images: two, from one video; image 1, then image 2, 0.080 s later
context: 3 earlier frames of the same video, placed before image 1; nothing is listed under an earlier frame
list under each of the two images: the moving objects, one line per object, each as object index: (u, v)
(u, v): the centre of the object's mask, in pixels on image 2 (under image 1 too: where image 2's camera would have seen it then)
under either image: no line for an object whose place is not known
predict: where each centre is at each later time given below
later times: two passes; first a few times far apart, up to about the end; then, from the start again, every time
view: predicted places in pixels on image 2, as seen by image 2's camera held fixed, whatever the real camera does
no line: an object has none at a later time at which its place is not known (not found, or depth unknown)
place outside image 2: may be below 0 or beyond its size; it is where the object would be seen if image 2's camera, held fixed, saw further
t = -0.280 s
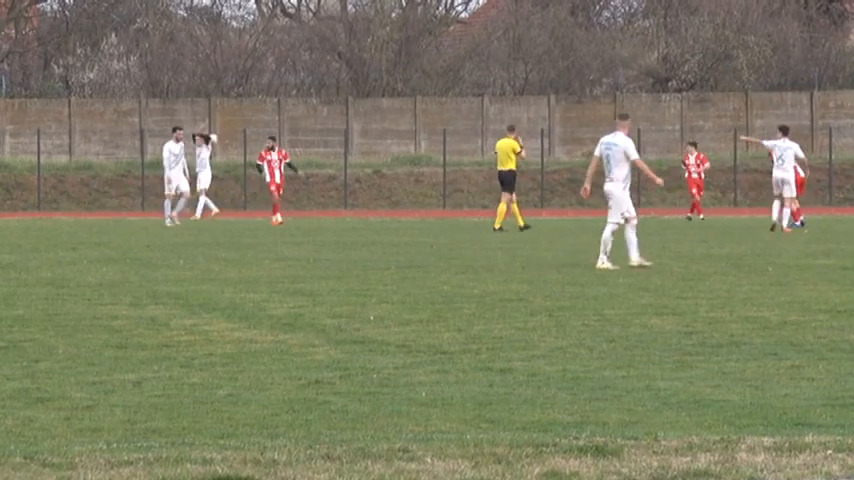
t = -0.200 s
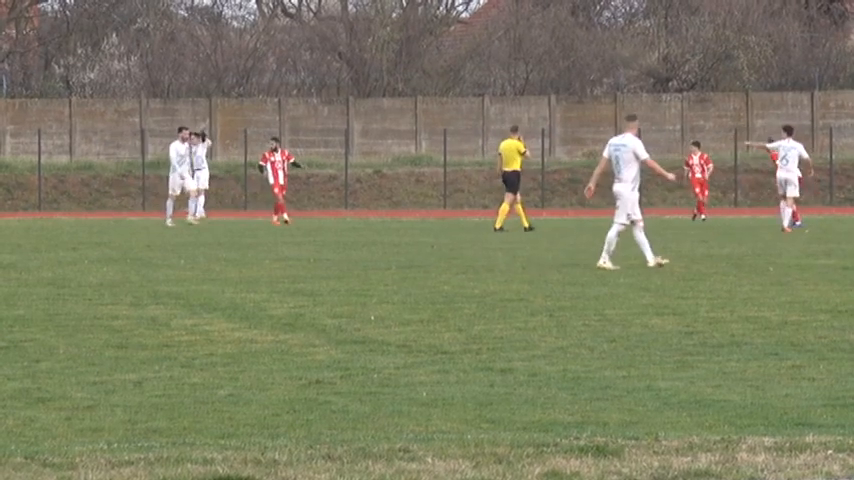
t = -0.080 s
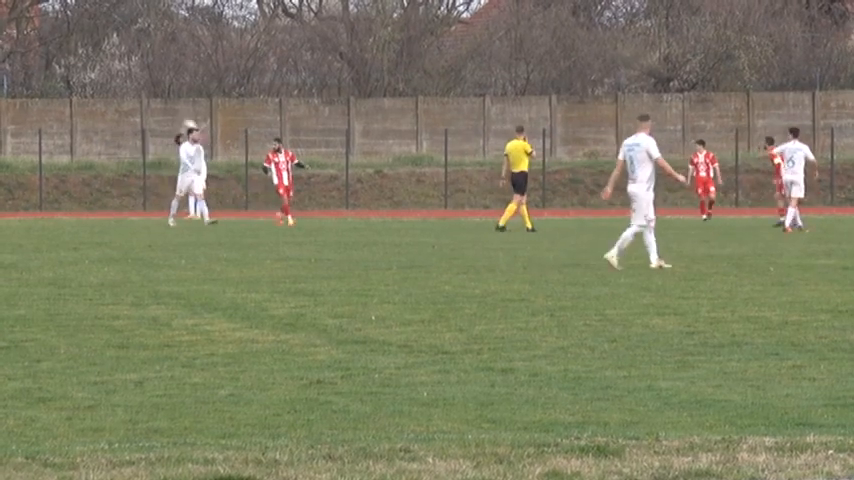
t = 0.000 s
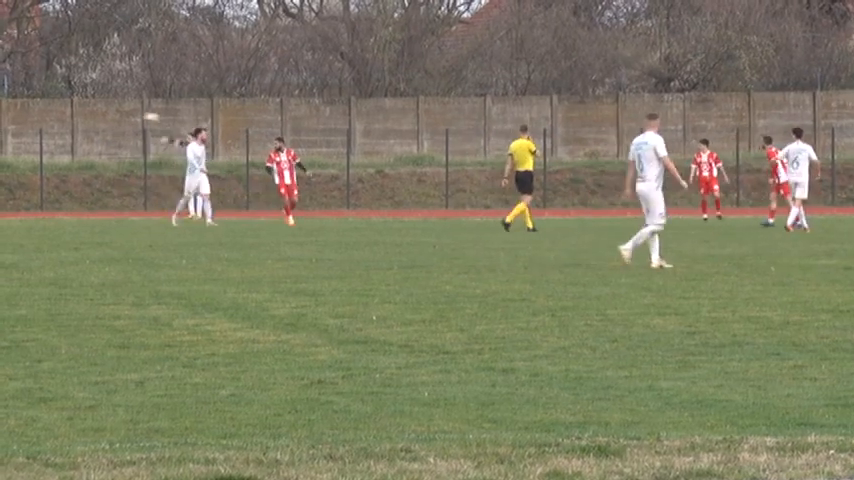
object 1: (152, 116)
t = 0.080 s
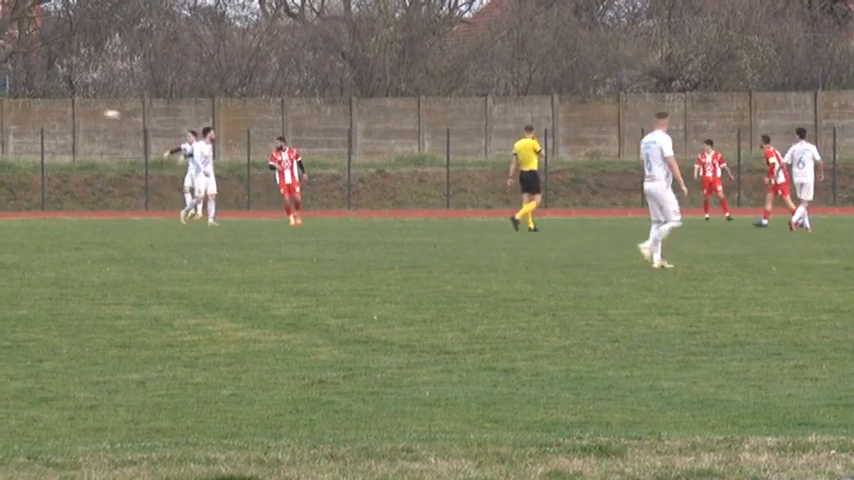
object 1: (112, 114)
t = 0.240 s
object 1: (28, 117)
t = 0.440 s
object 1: (-84, 138)
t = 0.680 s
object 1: (-224, 188)
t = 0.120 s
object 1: (90, 113)
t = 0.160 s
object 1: (70, 113)
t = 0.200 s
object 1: (49, 114)
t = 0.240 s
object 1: (28, 117)
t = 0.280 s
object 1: (6, 120)
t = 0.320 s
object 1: (-16, 123)
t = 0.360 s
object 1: (-38, 127)
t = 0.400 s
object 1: (-60, 132)
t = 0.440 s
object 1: (-84, 138)
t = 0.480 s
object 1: (-106, 144)
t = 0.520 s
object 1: (-128, 151)
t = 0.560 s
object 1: (-151, 159)
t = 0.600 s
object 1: (-175, 168)
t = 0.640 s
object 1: (-199, 178)
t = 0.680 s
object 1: (-224, 188)
